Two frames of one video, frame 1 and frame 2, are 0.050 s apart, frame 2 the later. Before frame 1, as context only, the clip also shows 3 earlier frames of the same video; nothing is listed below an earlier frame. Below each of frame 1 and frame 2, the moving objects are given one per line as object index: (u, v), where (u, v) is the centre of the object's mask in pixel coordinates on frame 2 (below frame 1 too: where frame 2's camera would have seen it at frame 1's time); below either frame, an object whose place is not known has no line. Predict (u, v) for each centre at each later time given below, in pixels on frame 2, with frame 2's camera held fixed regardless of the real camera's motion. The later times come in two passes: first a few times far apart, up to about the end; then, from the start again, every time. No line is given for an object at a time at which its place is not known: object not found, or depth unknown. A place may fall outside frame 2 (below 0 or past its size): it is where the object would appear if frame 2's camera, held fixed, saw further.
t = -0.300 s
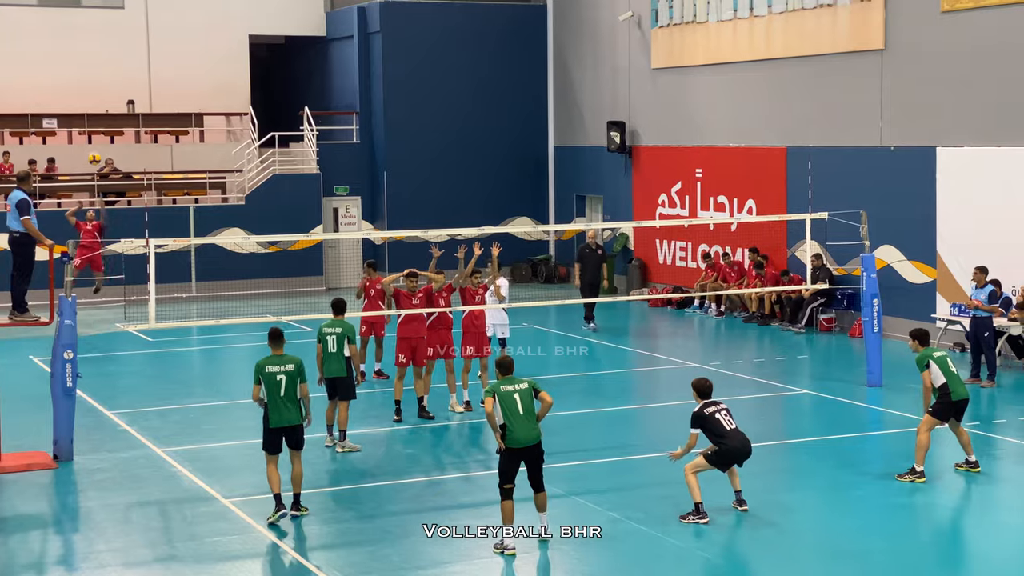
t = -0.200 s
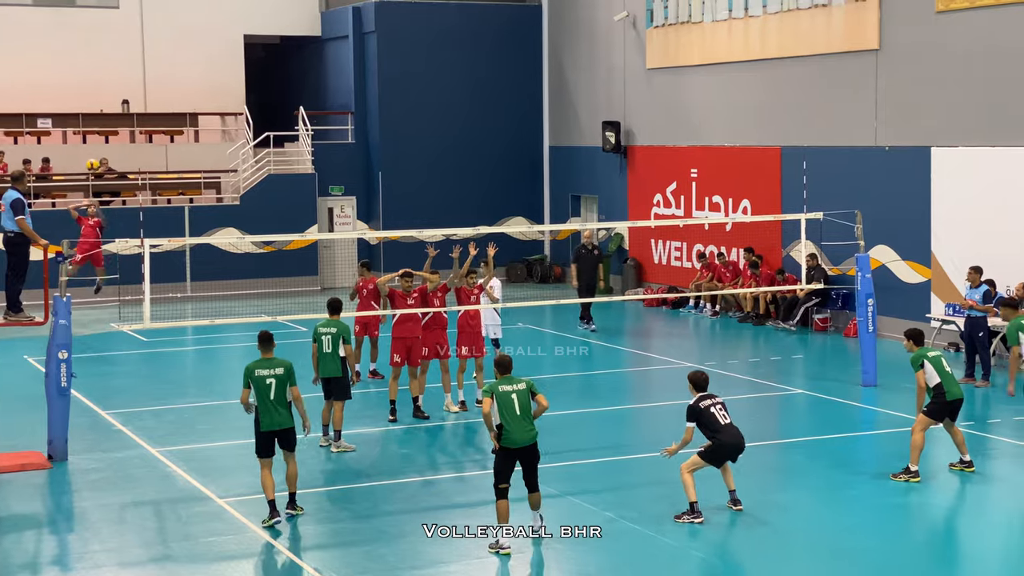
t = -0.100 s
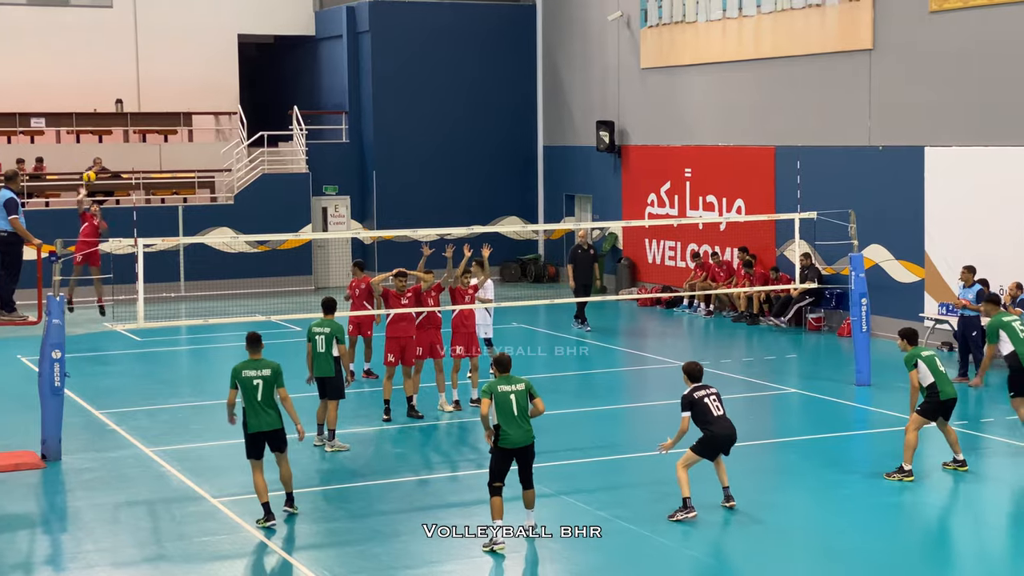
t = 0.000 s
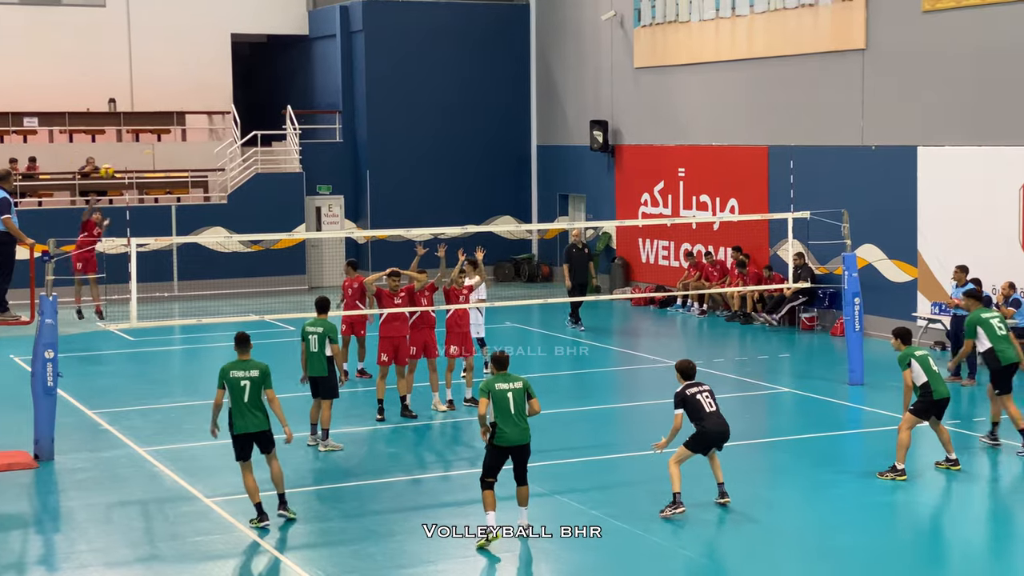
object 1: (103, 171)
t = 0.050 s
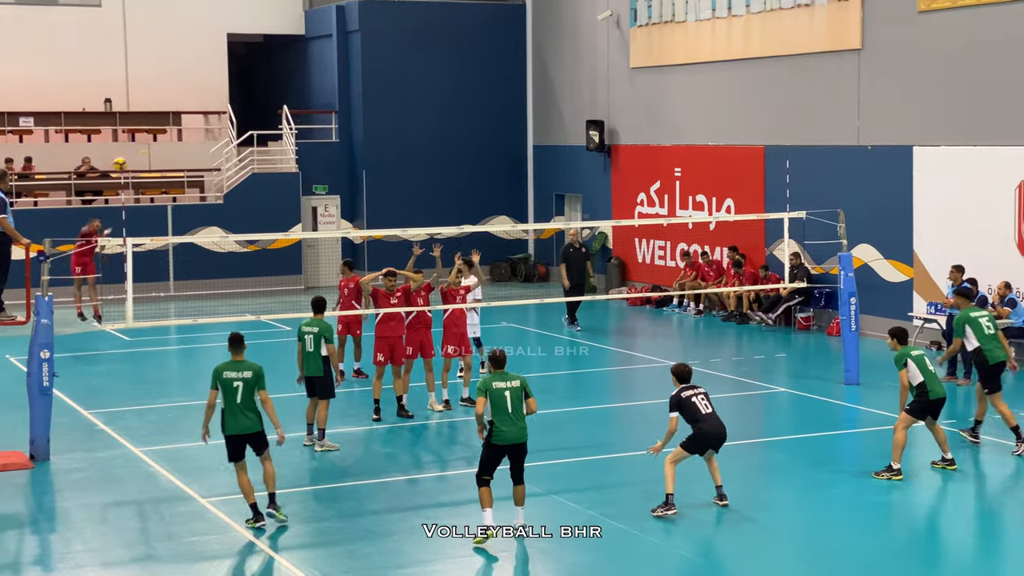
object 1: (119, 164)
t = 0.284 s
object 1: (209, 145)
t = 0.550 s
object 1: (331, 165)
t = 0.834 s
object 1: (499, 267)
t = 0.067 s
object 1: (125, 161)
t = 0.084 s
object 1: (132, 160)
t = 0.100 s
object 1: (137, 158)
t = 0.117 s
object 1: (144, 156)
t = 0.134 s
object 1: (150, 154)
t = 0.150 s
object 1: (156, 153)
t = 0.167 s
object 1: (163, 151)
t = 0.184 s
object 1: (170, 150)
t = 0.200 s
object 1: (176, 149)
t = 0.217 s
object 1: (182, 148)
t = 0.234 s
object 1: (189, 147)
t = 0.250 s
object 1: (196, 146)
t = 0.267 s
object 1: (202, 145)
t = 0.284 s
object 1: (209, 145)
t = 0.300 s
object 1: (216, 144)
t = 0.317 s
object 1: (223, 144)
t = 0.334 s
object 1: (230, 144)
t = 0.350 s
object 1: (238, 144)
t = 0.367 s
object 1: (246, 145)
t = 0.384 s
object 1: (253, 145)
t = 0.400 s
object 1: (260, 146)
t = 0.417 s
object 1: (268, 147)
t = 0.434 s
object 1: (275, 147)
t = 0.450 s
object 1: (283, 149)
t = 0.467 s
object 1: (291, 151)
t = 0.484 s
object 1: (299, 154)
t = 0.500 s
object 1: (306, 156)
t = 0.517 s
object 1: (315, 159)
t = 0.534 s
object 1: (323, 162)
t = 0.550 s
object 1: (331, 165)
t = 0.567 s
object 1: (340, 169)
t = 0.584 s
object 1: (348, 173)
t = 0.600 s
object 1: (357, 177)
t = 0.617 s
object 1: (366, 181)
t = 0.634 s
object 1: (375, 186)
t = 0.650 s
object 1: (384, 191)
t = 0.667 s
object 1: (394, 196)
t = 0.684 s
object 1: (404, 202)
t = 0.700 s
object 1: (413, 208)
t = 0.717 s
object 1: (423, 214)
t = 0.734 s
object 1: (433, 220)
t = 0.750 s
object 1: (444, 227)
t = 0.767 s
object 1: (455, 235)
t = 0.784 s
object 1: (465, 243)
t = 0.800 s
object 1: (475, 250)
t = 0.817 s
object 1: (487, 258)
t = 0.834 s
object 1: (499, 267)
